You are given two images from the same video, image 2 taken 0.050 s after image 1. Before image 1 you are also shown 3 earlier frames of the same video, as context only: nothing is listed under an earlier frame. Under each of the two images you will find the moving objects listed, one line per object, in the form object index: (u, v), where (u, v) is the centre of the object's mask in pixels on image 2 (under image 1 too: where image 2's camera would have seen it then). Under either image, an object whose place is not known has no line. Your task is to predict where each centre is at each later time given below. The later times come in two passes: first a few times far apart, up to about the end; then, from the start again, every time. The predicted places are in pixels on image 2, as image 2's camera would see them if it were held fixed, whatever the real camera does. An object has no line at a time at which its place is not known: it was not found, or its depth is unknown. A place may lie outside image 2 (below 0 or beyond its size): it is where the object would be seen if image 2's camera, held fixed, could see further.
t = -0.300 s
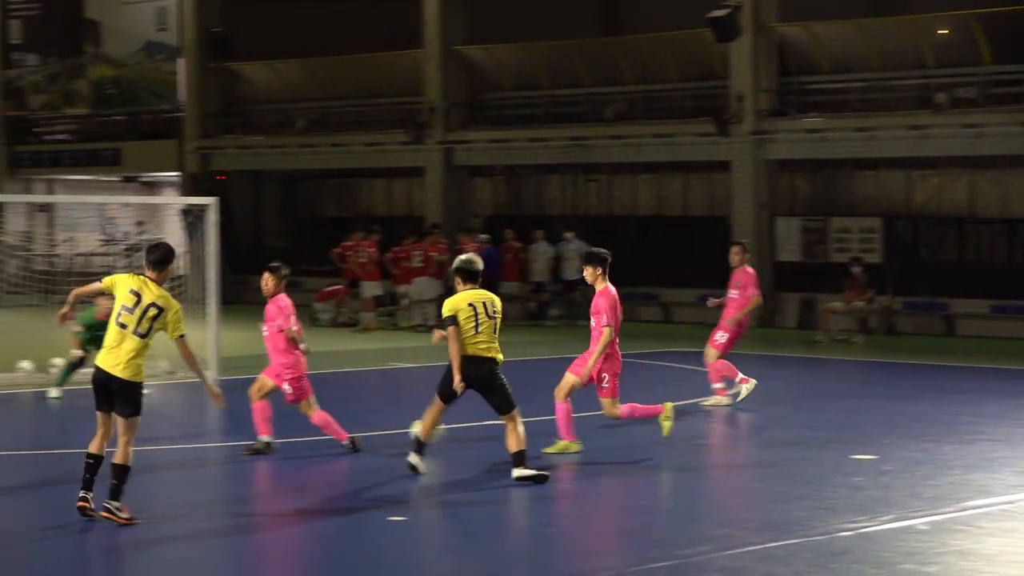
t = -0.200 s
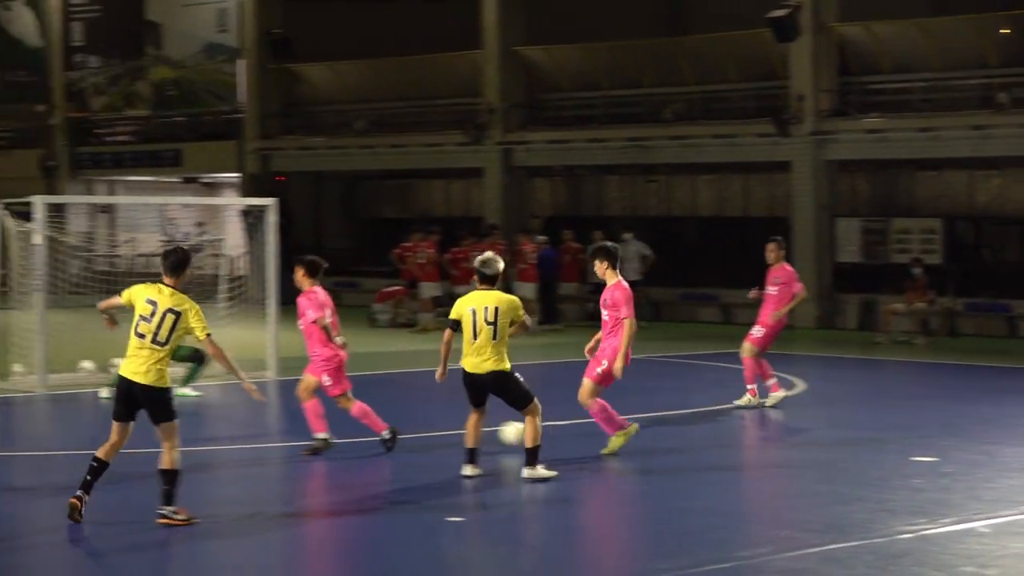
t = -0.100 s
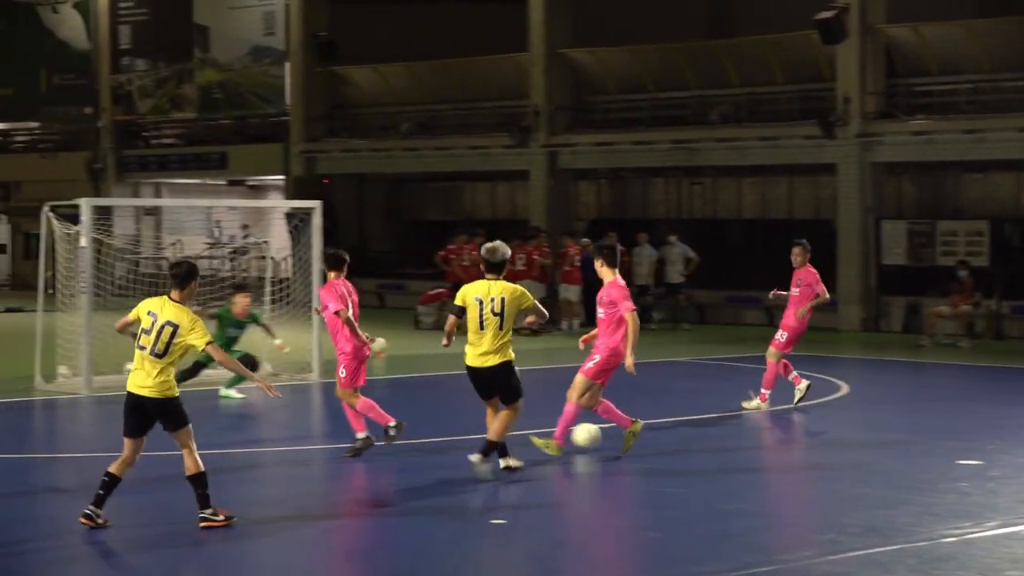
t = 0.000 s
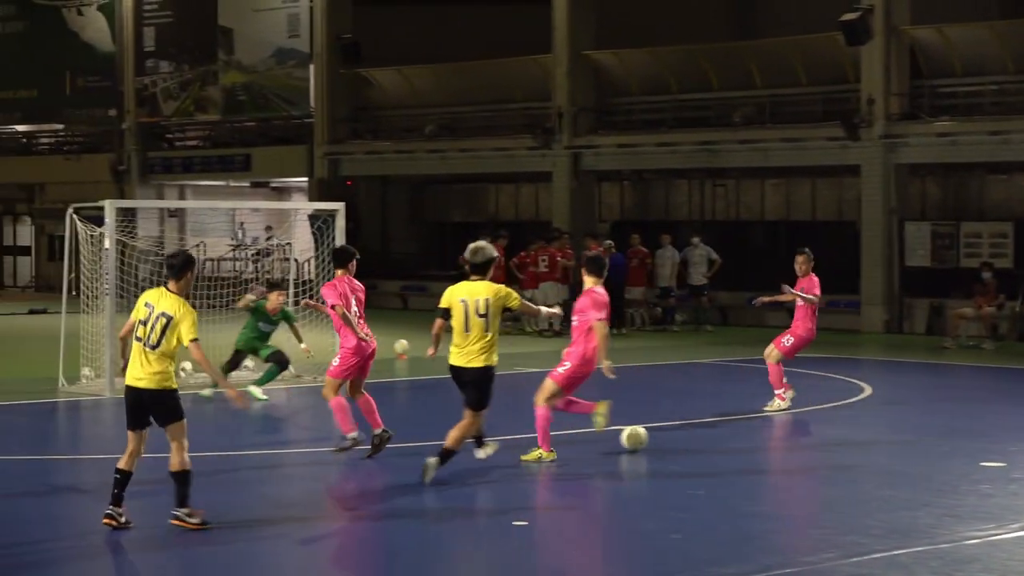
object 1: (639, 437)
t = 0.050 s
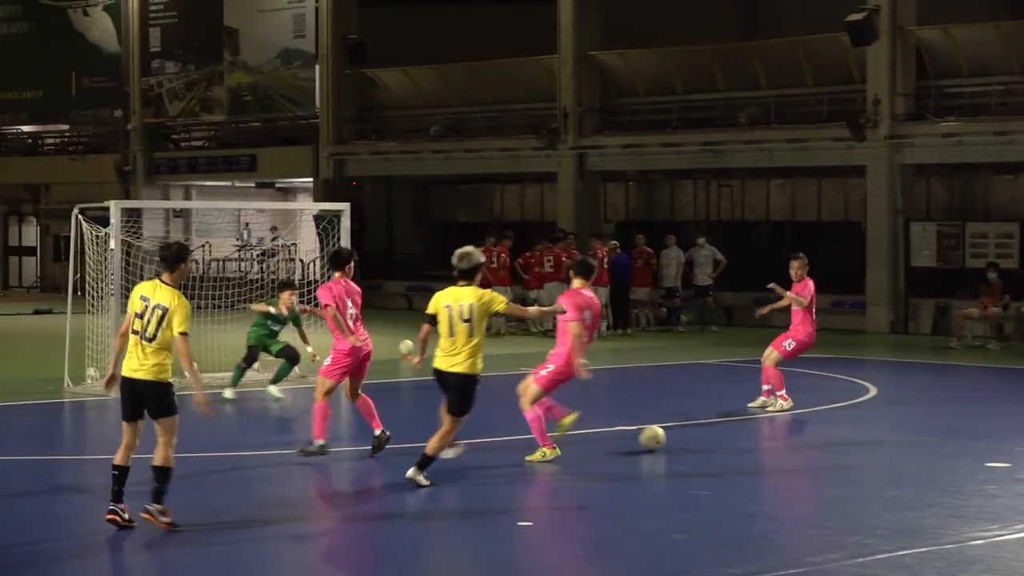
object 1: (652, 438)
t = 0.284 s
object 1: (709, 435)
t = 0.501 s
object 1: (758, 433)
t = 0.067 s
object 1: (656, 438)
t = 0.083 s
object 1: (661, 437)
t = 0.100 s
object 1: (665, 438)
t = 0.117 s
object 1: (669, 438)
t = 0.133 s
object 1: (673, 438)
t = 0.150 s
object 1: (677, 438)
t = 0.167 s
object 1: (682, 437)
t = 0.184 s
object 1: (686, 437)
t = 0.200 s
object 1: (690, 437)
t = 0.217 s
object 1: (694, 437)
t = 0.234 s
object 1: (697, 436)
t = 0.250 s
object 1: (702, 436)
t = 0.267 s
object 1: (706, 436)
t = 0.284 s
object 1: (709, 435)
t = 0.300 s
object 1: (713, 435)
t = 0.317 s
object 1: (718, 435)
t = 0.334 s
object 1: (721, 435)
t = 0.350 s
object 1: (725, 434)
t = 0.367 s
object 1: (729, 434)
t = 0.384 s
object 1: (732, 434)
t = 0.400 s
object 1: (736, 434)
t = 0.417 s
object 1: (740, 433)
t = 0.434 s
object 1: (744, 433)
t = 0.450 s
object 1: (748, 433)
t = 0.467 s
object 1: (751, 433)
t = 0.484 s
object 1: (755, 433)
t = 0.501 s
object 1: (758, 433)
